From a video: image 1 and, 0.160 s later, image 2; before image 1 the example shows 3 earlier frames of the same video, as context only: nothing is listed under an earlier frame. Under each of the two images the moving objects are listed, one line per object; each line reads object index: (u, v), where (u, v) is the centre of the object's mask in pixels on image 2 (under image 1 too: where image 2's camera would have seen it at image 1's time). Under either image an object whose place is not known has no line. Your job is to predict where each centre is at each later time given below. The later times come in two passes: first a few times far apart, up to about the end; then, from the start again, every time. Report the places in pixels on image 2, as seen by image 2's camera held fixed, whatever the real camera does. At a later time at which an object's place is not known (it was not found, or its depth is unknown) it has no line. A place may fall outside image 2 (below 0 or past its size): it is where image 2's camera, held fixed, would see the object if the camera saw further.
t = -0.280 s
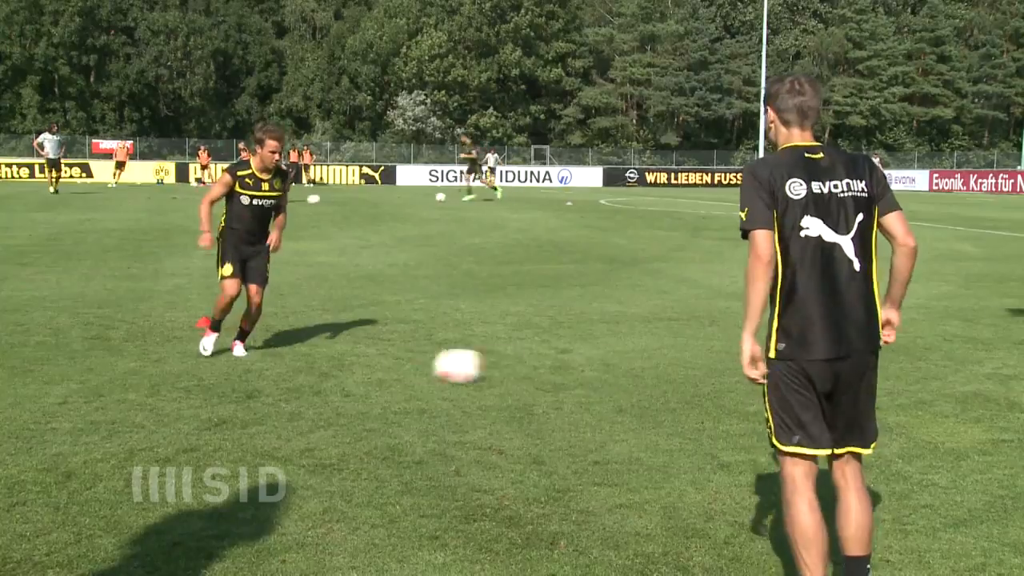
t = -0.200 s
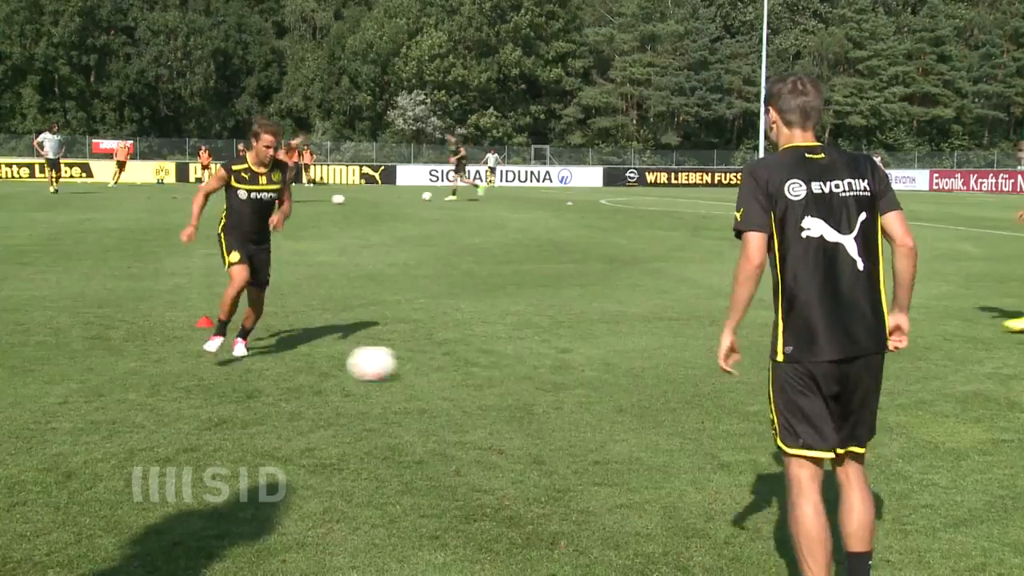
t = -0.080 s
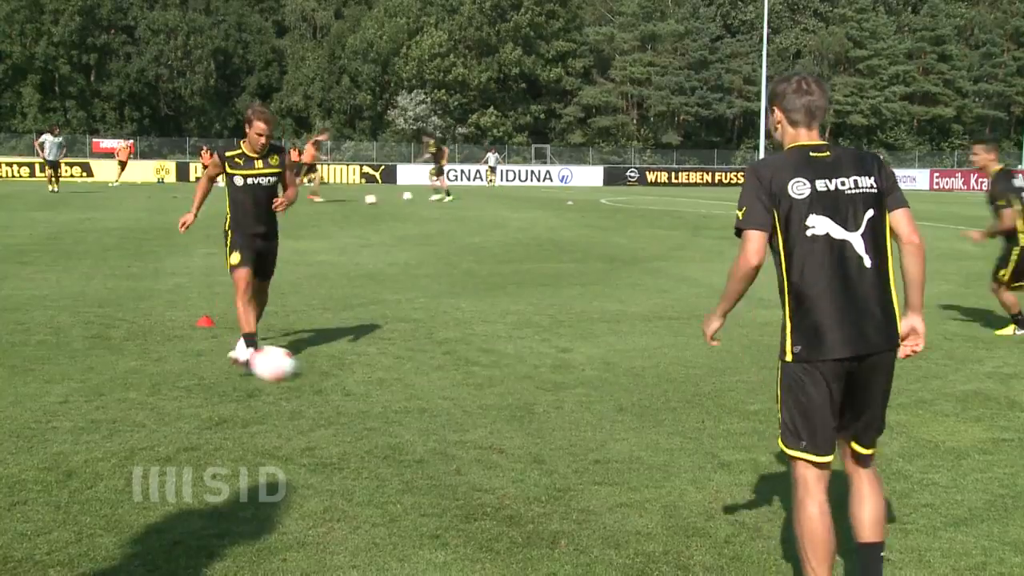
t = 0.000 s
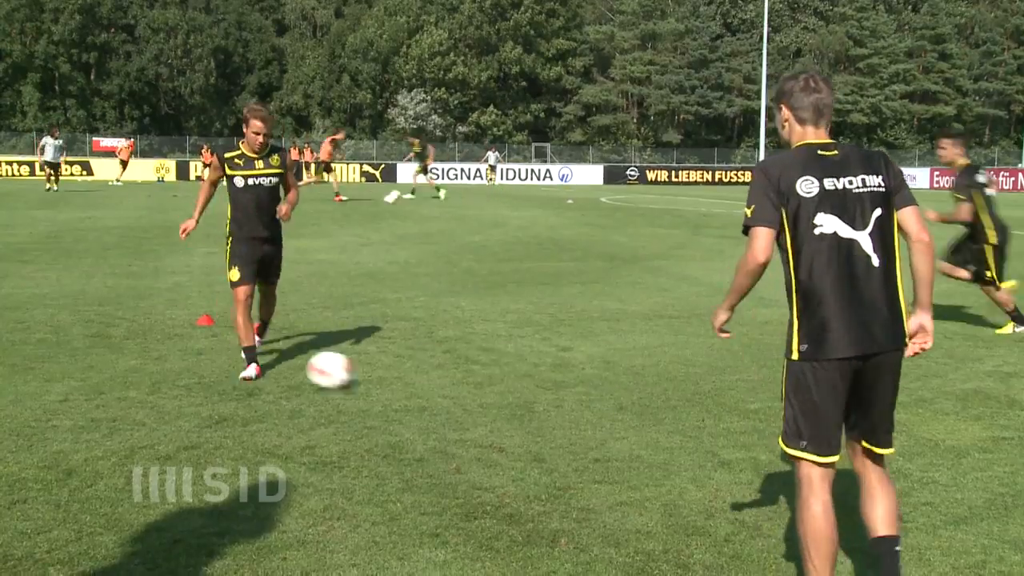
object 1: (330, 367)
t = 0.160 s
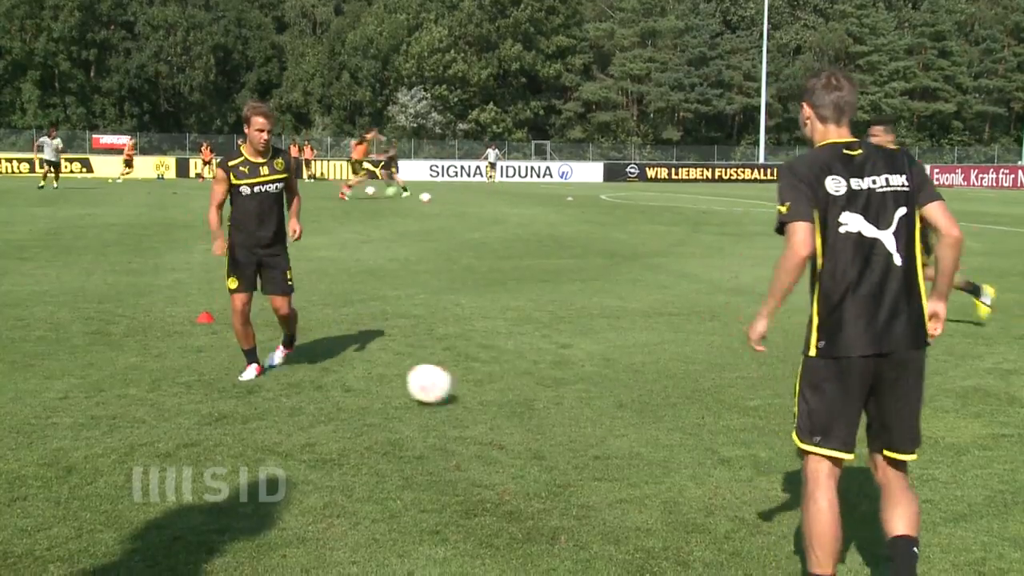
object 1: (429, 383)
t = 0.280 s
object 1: (495, 398)
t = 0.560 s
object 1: (640, 429)
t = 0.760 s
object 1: (758, 455)
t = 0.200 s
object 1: (452, 390)
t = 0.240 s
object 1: (474, 396)
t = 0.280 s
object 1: (495, 398)
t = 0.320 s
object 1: (514, 401)
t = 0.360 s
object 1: (534, 406)
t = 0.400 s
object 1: (554, 413)
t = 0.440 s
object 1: (575, 418)
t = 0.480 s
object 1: (597, 419)
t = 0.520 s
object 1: (618, 423)
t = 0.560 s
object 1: (640, 429)
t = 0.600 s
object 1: (663, 438)
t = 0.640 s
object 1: (686, 441)
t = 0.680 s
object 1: (710, 442)
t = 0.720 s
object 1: (734, 447)
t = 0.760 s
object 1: (758, 455)
